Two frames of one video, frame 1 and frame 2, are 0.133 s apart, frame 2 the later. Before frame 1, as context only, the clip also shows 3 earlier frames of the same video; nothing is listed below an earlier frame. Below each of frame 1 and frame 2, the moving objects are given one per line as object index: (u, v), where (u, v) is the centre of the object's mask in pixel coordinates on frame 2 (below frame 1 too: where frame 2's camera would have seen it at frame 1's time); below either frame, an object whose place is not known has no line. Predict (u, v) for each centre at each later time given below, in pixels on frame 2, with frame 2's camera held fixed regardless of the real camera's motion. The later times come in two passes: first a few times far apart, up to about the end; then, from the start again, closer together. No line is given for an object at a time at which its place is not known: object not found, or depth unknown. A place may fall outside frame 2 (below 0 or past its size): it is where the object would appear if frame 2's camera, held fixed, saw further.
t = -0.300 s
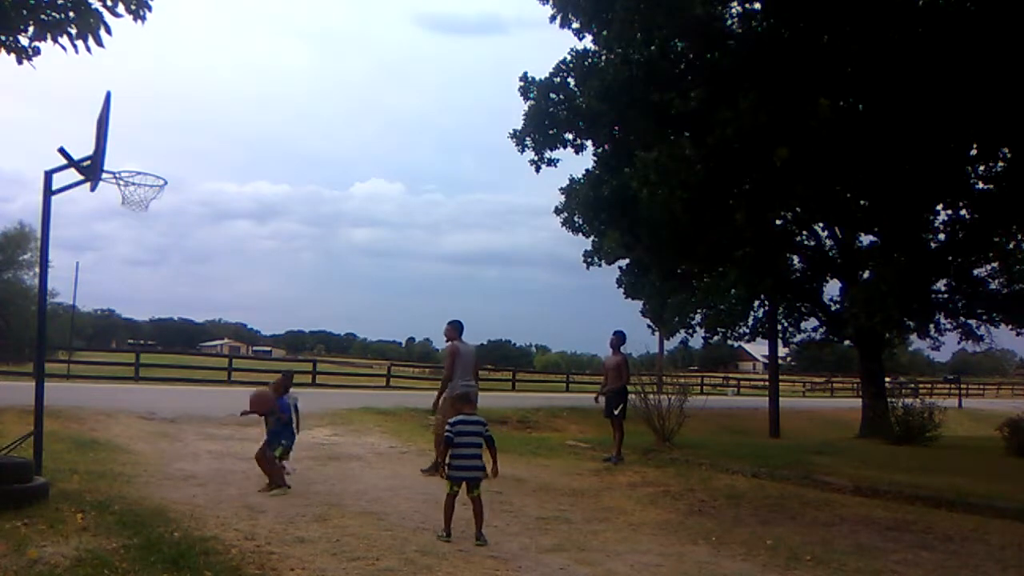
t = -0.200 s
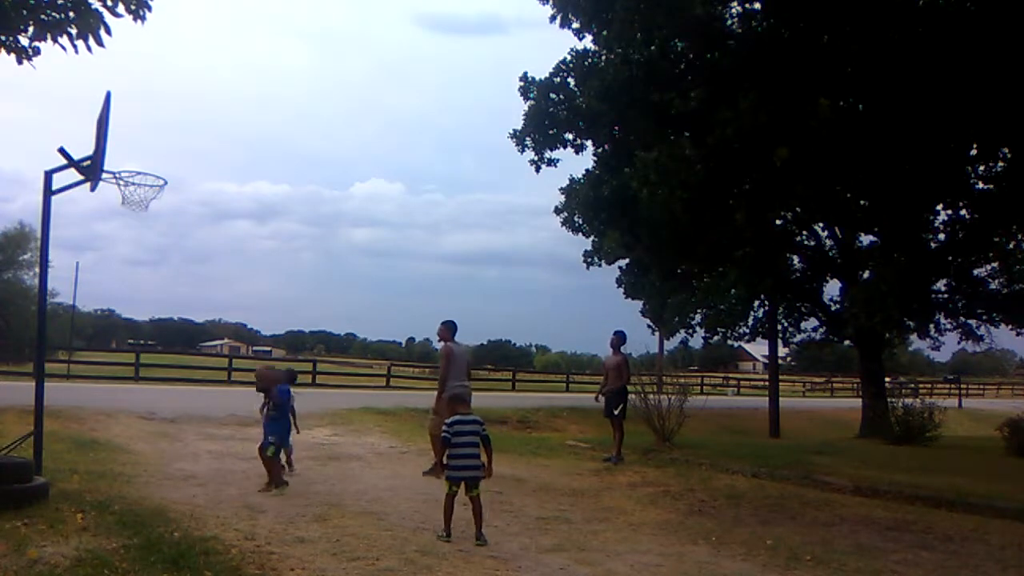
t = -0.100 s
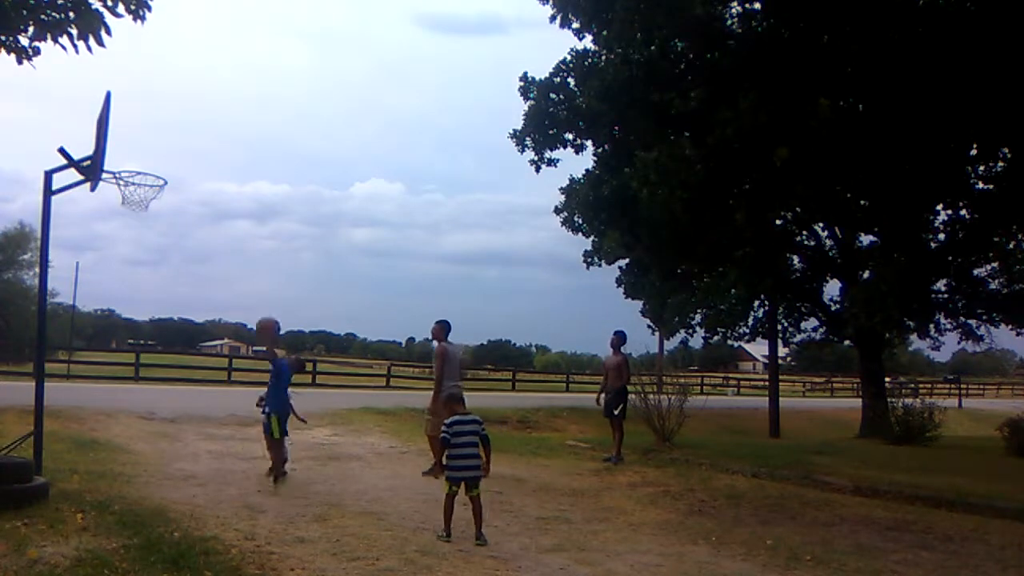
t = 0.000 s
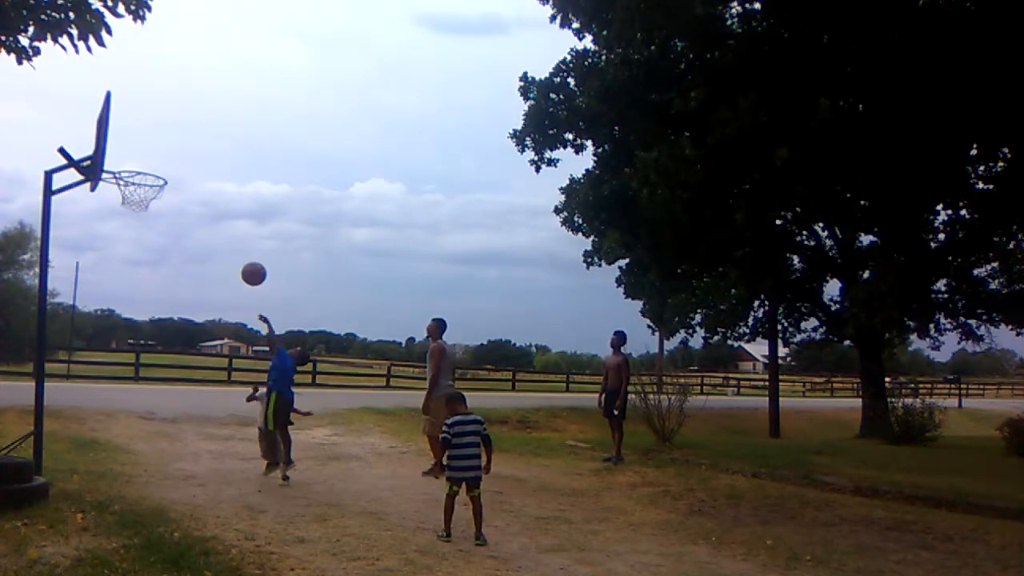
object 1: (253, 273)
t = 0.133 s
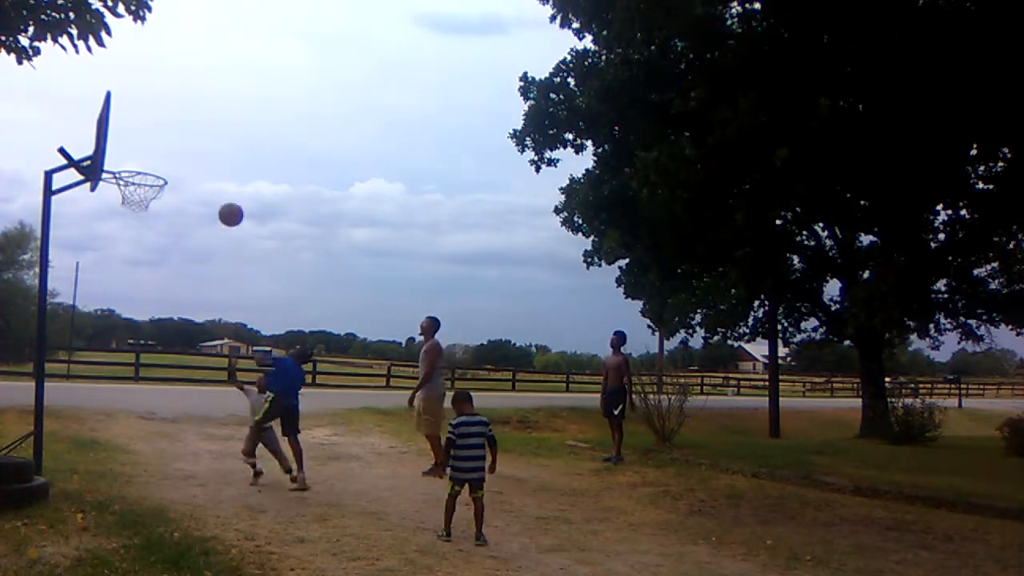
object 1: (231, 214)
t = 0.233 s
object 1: (213, 181)
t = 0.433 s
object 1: (176, 145)
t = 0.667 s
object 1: (129, 152)
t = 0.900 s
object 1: (127, 166)
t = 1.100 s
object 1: (144, 181)
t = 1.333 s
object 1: (145, 203)
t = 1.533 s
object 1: (121, 230)
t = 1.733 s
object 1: (92, 302)
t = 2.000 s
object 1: (50, 477)
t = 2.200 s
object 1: (88, 469)
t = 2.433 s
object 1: (142, 507)
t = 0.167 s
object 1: (225, 202)
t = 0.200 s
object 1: (219, 191)
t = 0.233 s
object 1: (213, 181)
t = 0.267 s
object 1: (207, 172)
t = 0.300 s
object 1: (201, 165)
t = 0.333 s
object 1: (195, 158)
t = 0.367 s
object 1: (189, 152)
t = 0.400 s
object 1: (183, 148)
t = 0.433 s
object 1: (176, 145)
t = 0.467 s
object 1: (170, 142)
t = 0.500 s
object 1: (163, 141)
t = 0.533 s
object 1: (157, 141)
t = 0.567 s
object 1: (150, 142)
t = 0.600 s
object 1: (143, 144)
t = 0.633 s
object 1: (136, 147)
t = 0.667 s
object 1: (129, 152)
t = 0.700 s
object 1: (122, 157)
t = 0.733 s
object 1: (114, 163)
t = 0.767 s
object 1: (114, 163)
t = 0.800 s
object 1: (118, 162)
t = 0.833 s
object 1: (121, 162)
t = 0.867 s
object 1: (124, 164)
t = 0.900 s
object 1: (127, 166)
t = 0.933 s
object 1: (130, 169)
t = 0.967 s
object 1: (133, 170)
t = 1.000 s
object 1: (136, 172)
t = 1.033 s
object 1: (139, 175)
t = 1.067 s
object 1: (142, 177)
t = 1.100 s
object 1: (144, 181)
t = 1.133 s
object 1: (147, 186)
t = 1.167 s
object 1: (150, 192)
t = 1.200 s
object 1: (152, 198)
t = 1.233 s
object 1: (153, 202)
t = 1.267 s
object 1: (151, 202)
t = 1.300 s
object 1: (148, 202)
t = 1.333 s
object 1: (145, 203)
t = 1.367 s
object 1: (142, 205)
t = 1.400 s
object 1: (138, 207)
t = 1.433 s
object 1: (134, 211)
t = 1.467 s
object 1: (130, 216)
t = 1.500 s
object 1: (125, 222)
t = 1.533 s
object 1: (121, 230)
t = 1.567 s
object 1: (117, 239)
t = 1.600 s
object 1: (112, 249)
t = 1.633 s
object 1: (107, 260)
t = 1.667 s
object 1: (102, 273)
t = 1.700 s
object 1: (97, 287)
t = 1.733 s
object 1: (92, 302)
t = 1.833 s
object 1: (76, 358)
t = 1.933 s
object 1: (57, 428)
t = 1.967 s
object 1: (51, 455)
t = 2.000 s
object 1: (50, 477)
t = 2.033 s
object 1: (55, 479)
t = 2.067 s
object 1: (60, 474)
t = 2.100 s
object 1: (66, 471)
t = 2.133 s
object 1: (74, 468)
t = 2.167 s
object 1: (81, 467)
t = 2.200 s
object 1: (88, 469)
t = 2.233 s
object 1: (96, 471)
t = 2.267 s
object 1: (103, 474)
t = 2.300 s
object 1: (110, 479)
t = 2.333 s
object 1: (118, 486)
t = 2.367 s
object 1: (126, 495)
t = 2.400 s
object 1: (134, 504)
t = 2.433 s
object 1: (142, 507)
